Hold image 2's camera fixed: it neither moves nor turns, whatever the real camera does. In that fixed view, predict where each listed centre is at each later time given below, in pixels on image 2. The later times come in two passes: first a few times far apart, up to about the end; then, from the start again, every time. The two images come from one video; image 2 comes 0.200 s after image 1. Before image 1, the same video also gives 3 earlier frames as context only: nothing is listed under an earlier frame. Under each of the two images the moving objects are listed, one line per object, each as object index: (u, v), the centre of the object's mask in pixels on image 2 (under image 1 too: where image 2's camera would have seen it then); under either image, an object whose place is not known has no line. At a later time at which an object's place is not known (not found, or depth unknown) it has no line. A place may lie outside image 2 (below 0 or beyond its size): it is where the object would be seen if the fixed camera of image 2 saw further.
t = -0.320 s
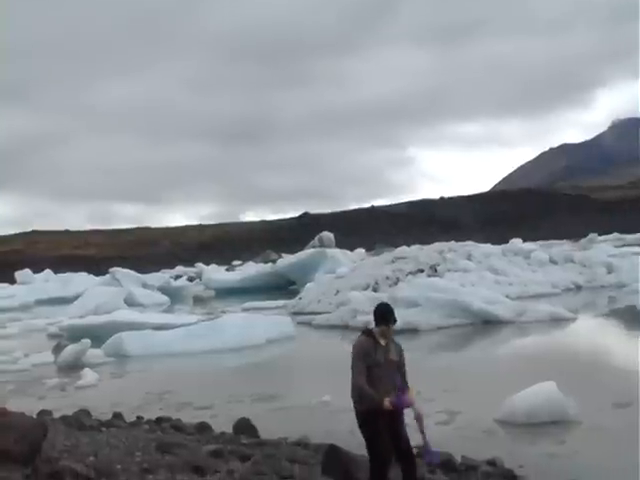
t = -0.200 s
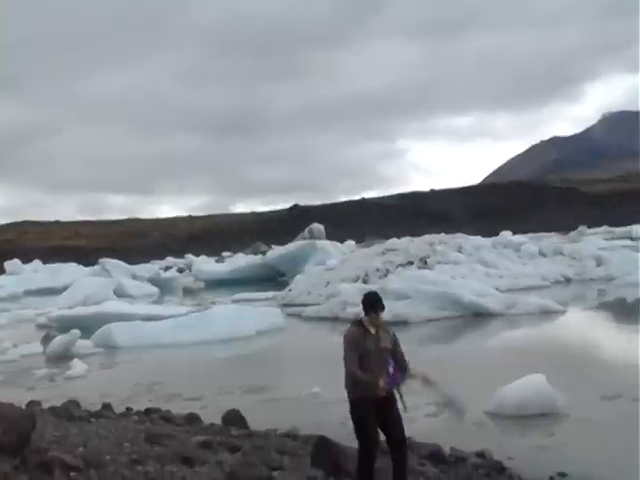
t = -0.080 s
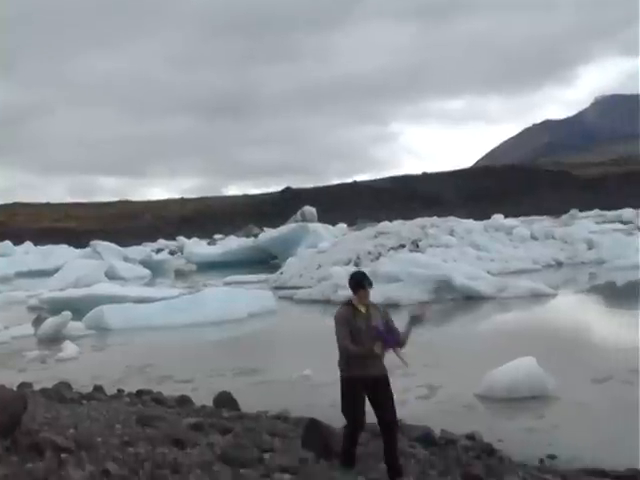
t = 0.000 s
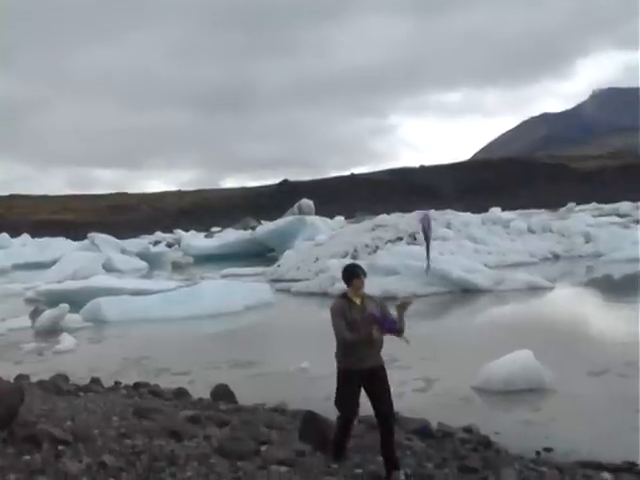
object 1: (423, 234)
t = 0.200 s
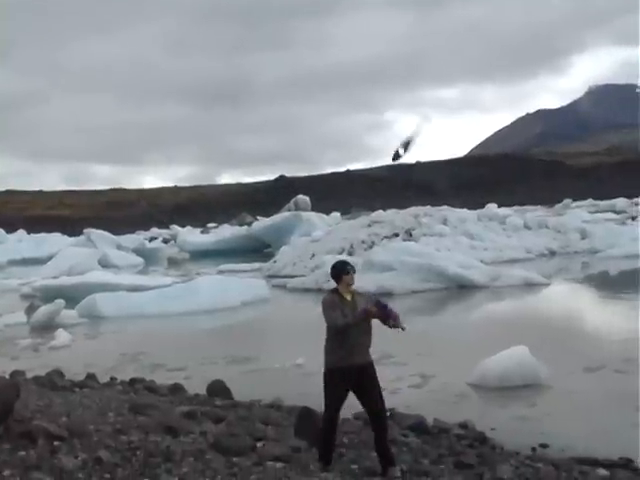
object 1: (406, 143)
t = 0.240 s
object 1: (406, 126)
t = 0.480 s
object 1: (392, 96)
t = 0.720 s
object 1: (382, 132)
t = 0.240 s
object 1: (406, 126)
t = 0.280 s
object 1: (402, 117)
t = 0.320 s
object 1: (400, 110)
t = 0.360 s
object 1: (398, 105)
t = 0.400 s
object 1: (396, 100)
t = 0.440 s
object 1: (393, 97)
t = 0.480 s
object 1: (392, 96)
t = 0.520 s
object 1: (389, 97)
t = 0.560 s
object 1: (387, 101)
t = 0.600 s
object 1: (386, 105)
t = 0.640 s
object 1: (384, 113)
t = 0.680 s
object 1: (382, 121)
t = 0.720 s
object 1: (382, 132)
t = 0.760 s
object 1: (380, 145)
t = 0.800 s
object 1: (382, 153)
